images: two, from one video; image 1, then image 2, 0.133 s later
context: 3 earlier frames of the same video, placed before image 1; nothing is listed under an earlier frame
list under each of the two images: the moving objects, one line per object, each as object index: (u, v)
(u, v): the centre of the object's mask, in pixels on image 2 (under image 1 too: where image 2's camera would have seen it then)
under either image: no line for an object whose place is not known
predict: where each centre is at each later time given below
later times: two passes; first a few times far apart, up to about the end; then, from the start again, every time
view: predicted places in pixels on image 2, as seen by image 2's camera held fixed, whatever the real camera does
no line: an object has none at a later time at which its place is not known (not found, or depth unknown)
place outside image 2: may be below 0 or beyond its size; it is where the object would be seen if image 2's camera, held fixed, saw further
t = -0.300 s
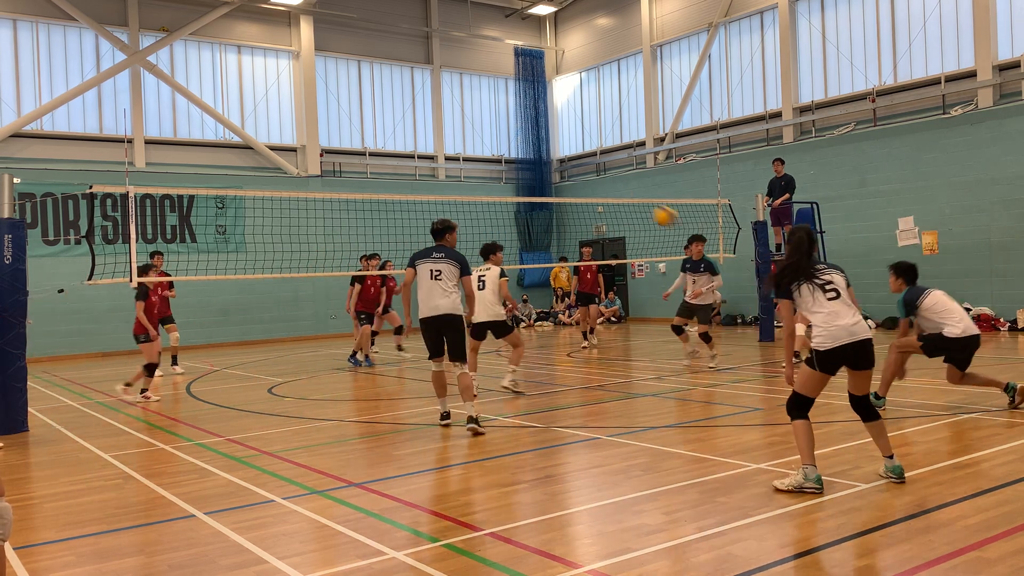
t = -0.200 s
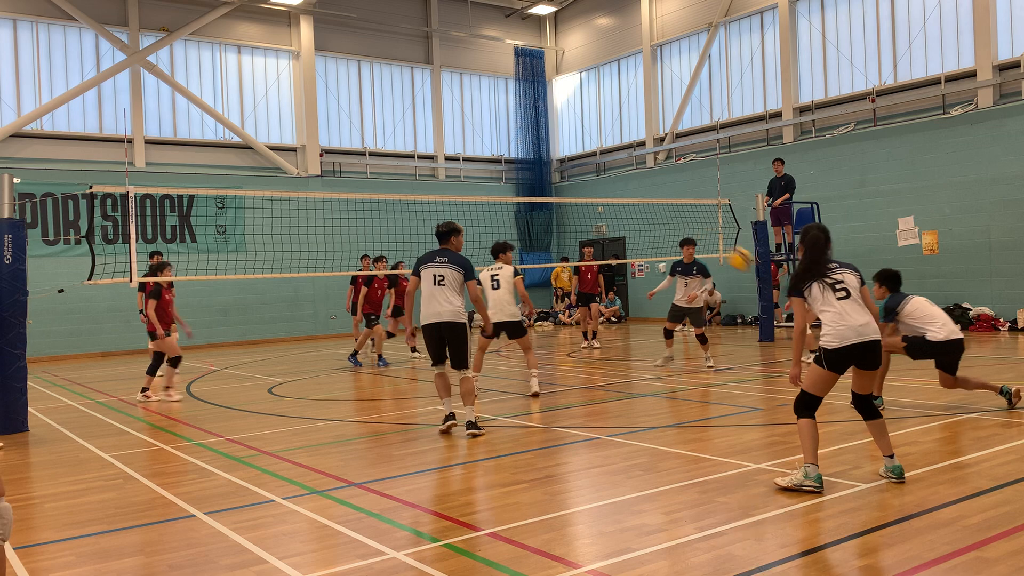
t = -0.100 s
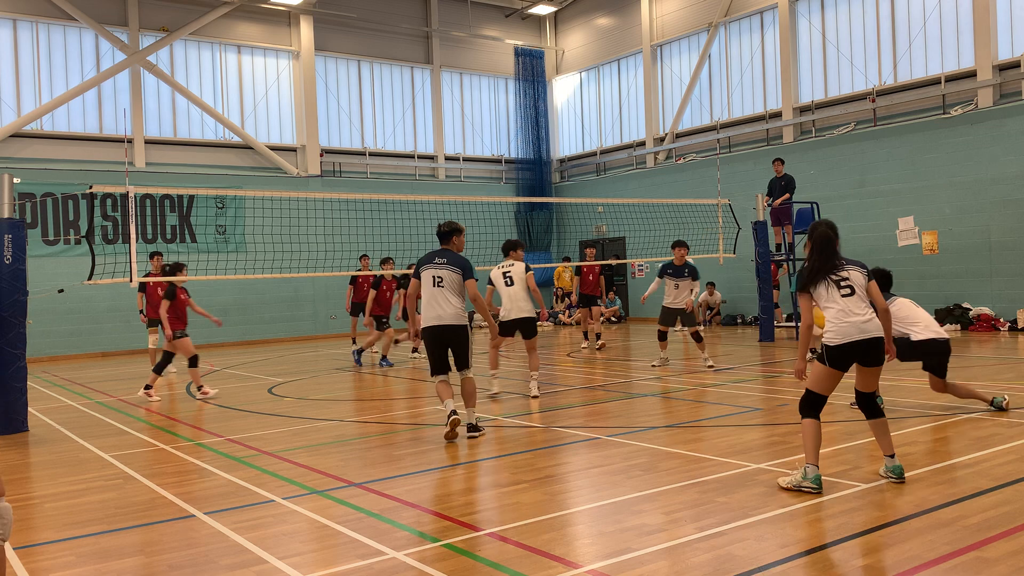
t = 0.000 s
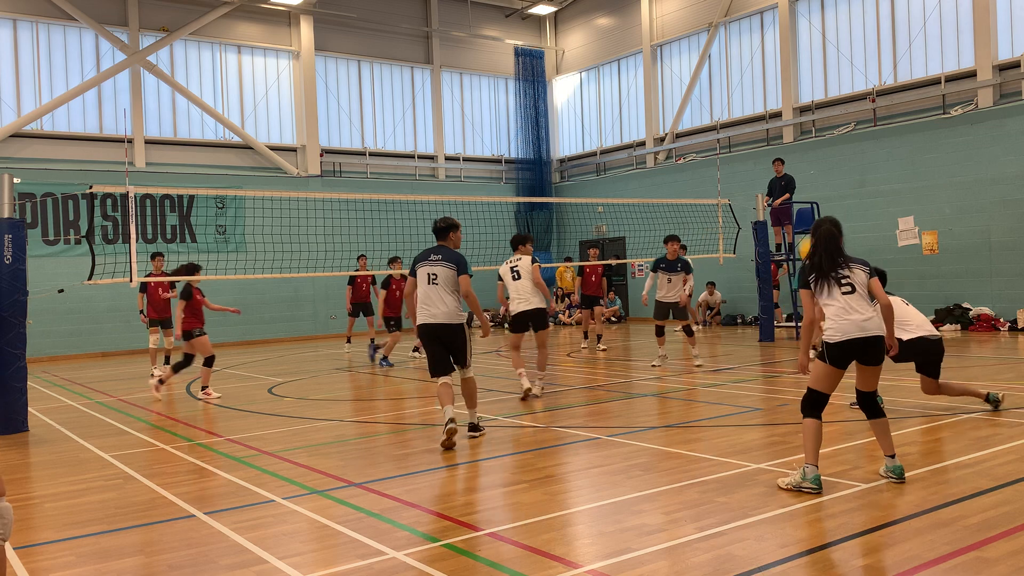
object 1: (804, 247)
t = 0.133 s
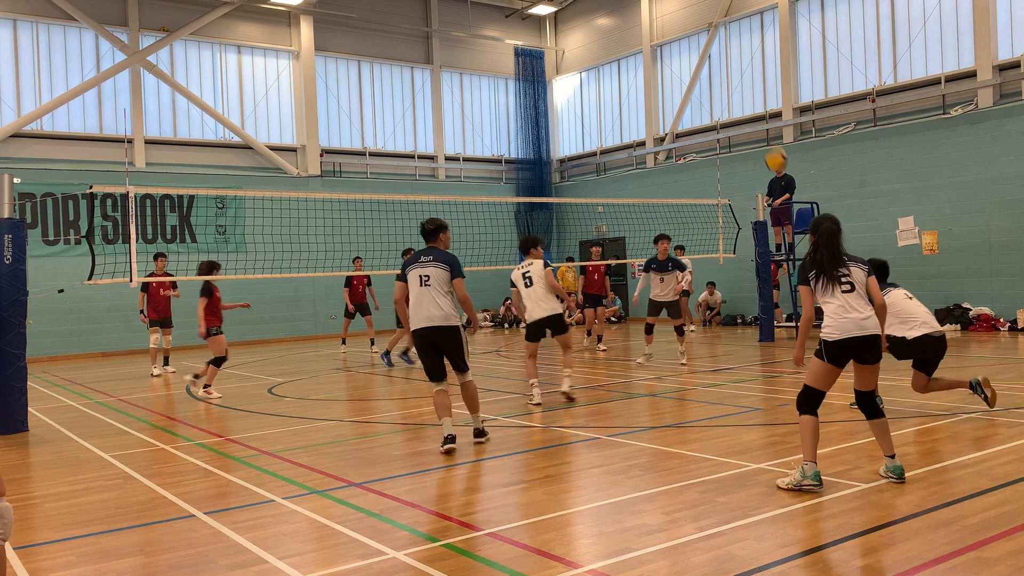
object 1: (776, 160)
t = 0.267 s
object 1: (747, 91)
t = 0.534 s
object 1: (700, 17)
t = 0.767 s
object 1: (668, 9)
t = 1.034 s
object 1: (638, 54)
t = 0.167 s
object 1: (768, 140)
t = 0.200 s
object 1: (760, 123)
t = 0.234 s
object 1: (753, 105)
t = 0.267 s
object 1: (747, 91)
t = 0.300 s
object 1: (741, 77)
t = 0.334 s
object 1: (734, 65)
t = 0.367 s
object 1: (728, 54)
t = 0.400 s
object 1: (722, 44)
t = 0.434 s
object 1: (716, 35)
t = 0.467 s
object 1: (710, 28)
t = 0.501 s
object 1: (706, 22)
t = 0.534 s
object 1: (700, 17)
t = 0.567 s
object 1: (695, 13)
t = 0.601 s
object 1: (690, 9)
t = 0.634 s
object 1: (685, 8)
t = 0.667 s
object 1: (681, 8)
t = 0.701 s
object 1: (676, 7)
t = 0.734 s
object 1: (672, 8)
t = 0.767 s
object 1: (668, 9)
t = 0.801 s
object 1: (664, 11)
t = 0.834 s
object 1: (660, 15)
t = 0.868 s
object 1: (656, 19)
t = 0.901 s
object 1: (652, 25)
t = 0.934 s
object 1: (649, 30)
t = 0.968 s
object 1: (645, 38)
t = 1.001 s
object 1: (641, 45)
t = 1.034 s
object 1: (638, 54)
